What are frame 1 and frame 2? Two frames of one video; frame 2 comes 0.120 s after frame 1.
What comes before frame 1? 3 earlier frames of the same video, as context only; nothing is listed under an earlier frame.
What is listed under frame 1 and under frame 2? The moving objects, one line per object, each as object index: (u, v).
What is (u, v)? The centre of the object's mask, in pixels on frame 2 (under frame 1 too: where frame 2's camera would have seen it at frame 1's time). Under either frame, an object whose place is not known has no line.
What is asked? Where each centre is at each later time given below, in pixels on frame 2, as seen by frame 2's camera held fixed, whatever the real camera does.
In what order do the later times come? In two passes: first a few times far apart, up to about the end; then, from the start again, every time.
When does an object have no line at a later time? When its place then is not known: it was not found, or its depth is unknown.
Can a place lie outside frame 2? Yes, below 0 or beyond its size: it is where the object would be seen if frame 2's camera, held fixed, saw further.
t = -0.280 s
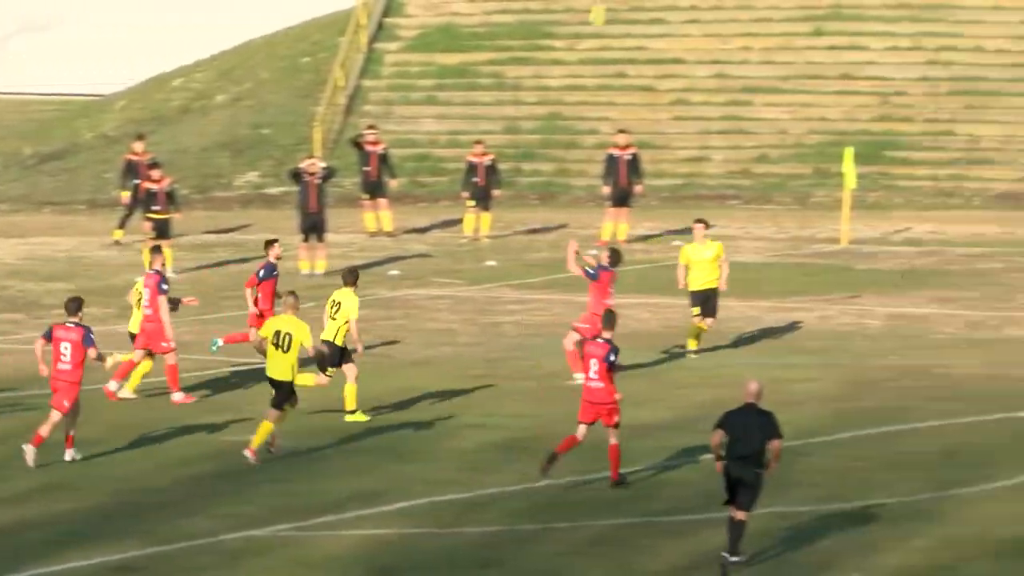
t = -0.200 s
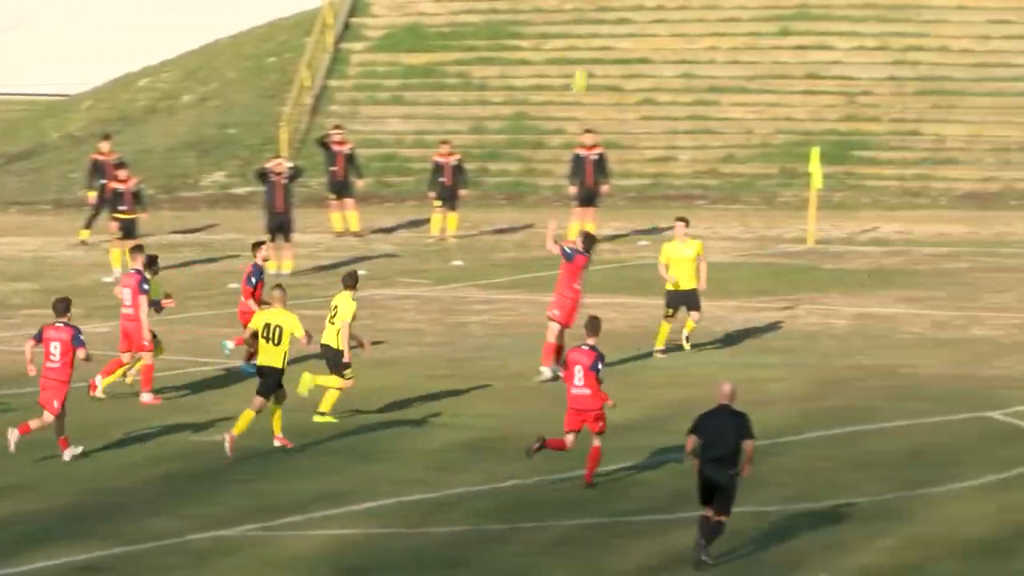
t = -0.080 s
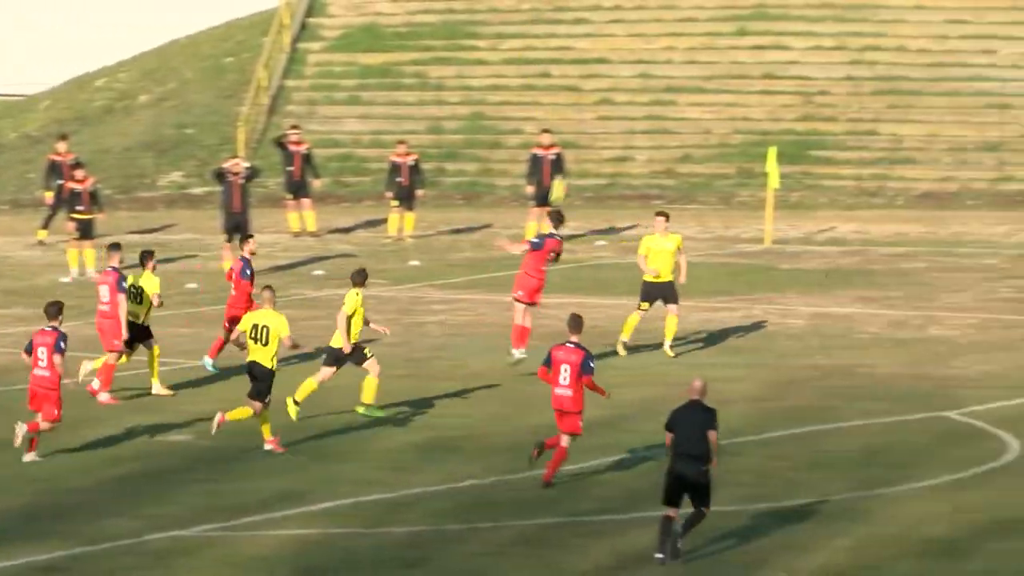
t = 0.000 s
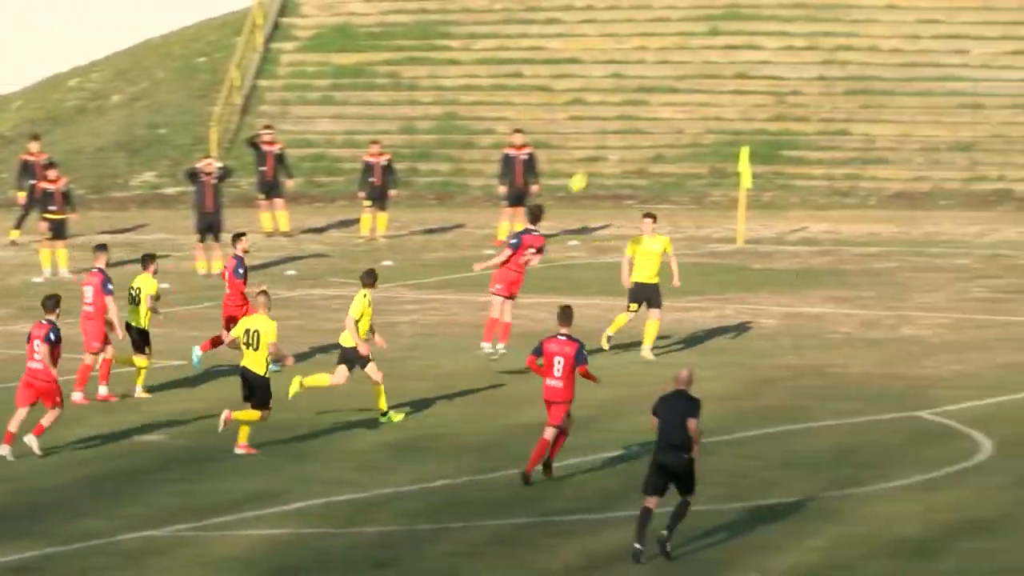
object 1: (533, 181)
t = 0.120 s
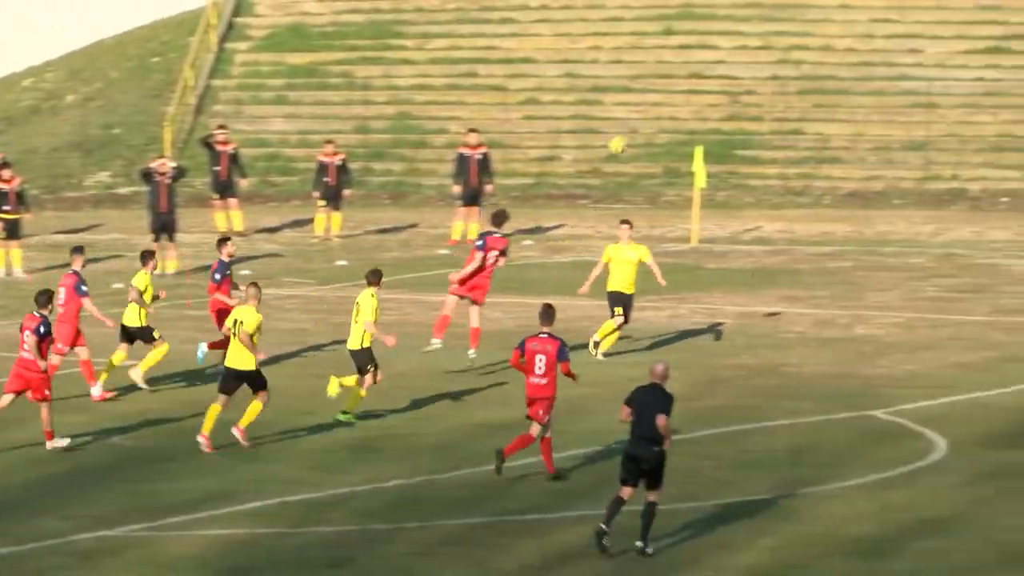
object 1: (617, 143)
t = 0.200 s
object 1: (672, 127)
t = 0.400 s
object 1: (803, 110)
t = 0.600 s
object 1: (931, 129)
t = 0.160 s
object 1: (644, 134)
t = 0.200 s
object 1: (672, 127)
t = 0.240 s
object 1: (698, 120)
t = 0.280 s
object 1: (725, 116)
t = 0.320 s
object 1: (751, 112)
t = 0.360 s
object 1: (777, 109)
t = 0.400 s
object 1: (803, 110)
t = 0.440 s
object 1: (828, 110)
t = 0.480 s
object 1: (854, 112)
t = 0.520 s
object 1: (879, 117)
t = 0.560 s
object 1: (906, 122)
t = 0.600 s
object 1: (931, 129)
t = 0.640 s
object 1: (956, 139)
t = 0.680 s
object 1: (982, 147)
